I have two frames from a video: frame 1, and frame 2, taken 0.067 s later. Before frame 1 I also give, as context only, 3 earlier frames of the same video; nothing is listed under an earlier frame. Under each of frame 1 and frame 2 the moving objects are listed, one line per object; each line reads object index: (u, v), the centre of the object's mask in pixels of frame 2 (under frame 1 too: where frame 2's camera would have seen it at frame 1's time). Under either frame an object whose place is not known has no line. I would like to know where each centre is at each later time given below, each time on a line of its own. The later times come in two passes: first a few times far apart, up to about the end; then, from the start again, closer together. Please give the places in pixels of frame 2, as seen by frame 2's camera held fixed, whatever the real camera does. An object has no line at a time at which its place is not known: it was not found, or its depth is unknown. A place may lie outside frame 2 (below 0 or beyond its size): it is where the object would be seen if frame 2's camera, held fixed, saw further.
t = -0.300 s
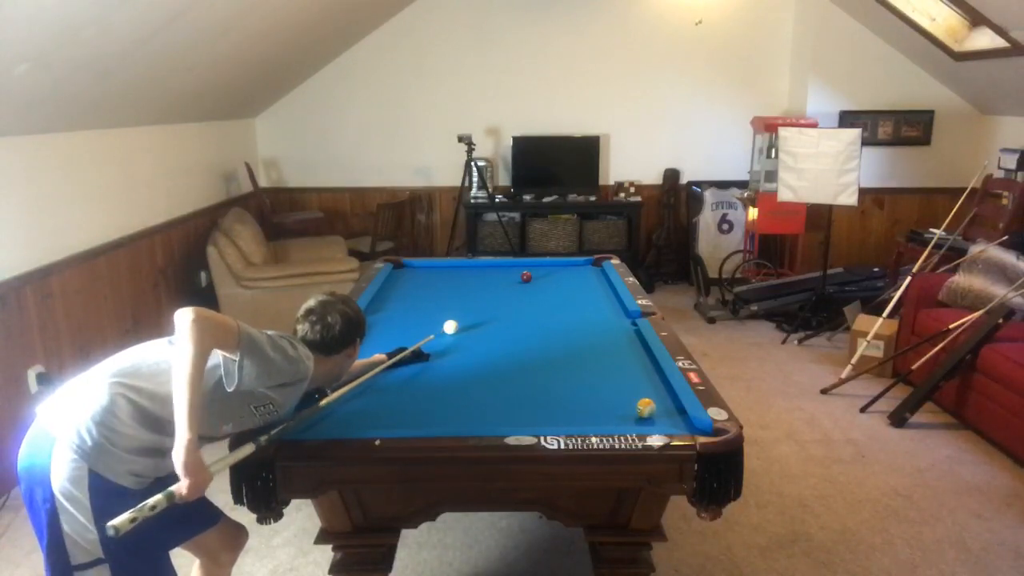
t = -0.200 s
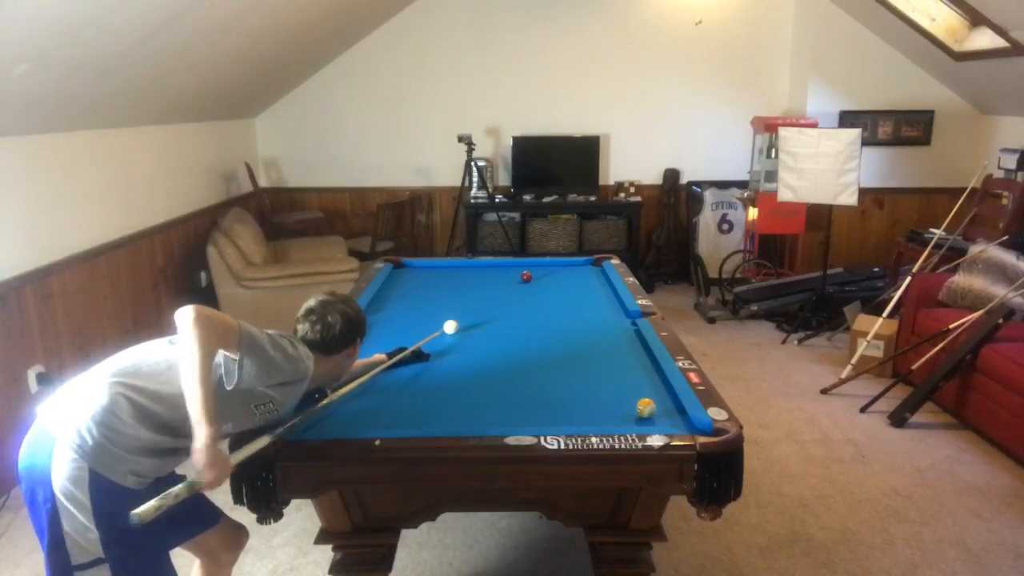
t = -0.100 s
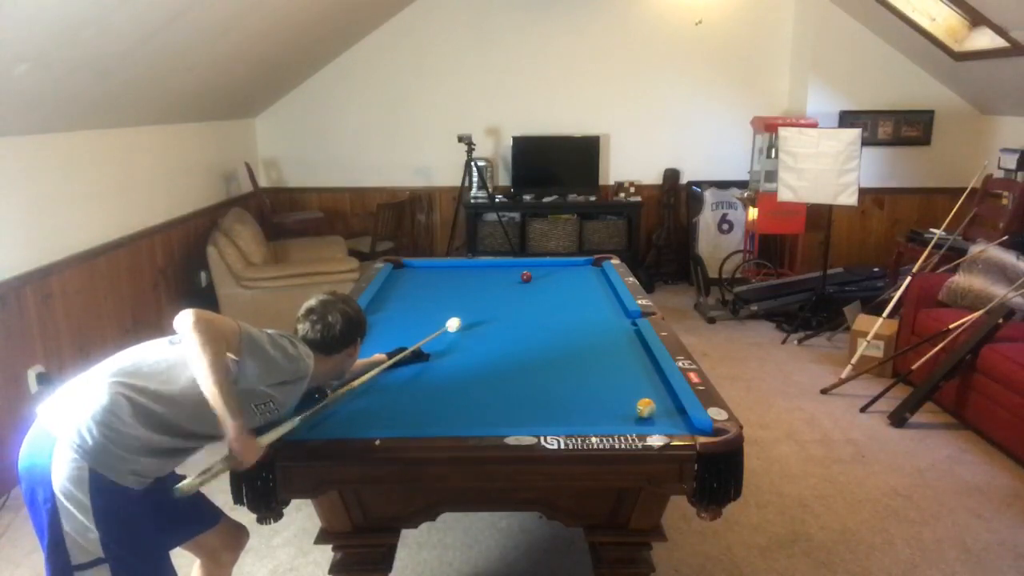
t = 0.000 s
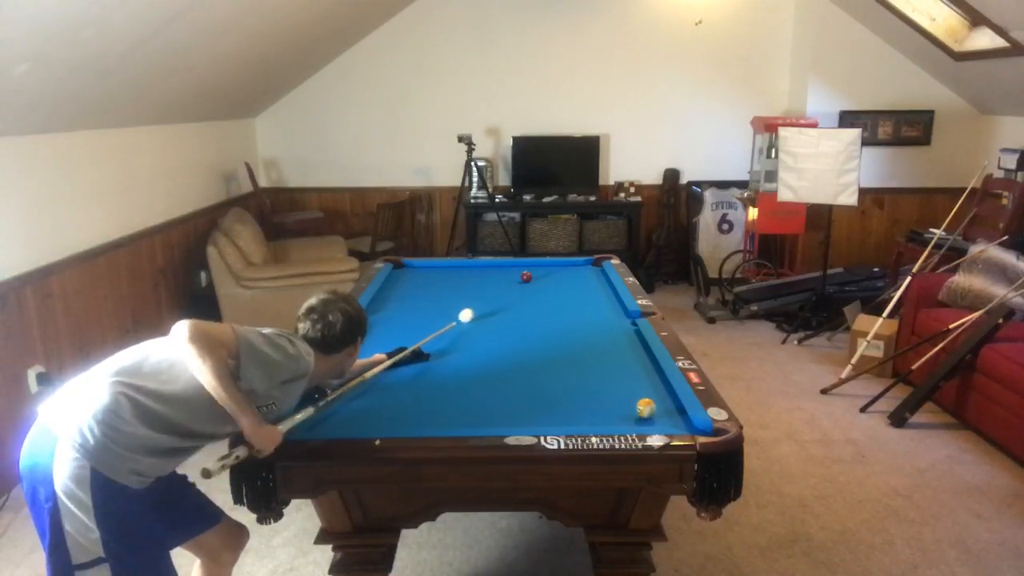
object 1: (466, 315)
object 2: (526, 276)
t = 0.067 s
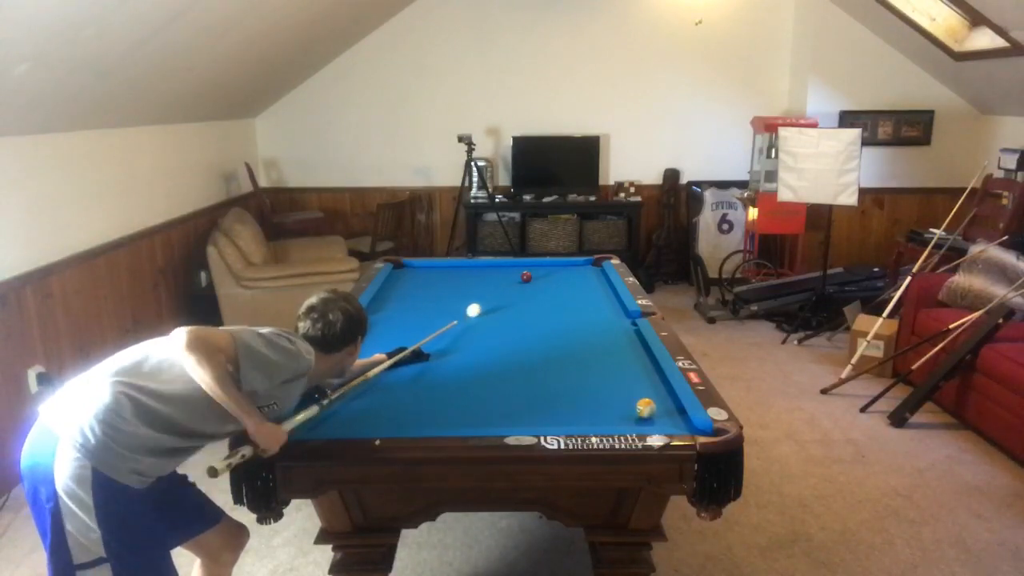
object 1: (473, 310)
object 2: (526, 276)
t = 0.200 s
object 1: (487, 300)
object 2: (526, 277)
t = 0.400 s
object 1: (505, 287)
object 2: (526, 277)
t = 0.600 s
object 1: (514, 277)
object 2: (531, 276)
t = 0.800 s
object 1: (506, 272)
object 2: (553, 271)
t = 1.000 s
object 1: (498, 267)
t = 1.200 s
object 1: (492, 263)
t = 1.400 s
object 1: (486, 266)
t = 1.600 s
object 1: (481, 269)
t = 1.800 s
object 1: (475, 272)
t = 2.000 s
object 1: (470, 276)
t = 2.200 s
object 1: (465, 279)
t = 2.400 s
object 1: (459, 281)
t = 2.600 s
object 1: (454, 284)
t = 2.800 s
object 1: (450, 287)
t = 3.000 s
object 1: (445, 290)
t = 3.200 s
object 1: (440, 293)
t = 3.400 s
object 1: (435, 296)
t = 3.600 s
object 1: (430, 298)
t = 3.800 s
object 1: (426, 301)
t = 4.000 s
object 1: (423, 303)
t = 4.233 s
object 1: (418, 305)
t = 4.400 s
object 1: (416, 307)
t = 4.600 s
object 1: (413, 308)
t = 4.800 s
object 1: (410, 310)
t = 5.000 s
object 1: (407, 311)
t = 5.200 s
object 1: (405, 312)
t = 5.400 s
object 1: (402, 313)
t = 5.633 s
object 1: (401, 314)
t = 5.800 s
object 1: (400, 314)
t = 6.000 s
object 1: (400, 314)
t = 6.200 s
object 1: (400, 315)
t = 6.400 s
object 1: (400, 314)
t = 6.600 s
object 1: (400, 314)
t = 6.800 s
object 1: (400, 314)
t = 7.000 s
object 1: (400, 314)
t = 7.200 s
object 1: (400, 314)
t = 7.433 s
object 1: (400, 314)
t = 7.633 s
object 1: (400, 314)
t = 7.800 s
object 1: (400, 314)
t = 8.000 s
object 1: (400, 314)
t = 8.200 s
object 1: (400, 314)
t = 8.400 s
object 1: (400, 314)
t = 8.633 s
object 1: (400, 314)
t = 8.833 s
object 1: (400, 314)
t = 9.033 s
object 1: (400, 314)
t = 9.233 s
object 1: (400, 314)
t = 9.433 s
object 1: (400, 314)
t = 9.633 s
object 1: (400, 314)
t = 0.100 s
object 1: (477, 308)
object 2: (526, 277)
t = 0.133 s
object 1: (480, 305)
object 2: (526, 277)
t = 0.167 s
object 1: (484, 303)
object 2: (526, 277)
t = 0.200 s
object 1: (487, 300)
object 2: (526, 277)
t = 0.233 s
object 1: (490, 298)
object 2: (526, 277)
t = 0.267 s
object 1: (493, 296)
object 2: (526, 277)
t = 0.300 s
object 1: (496, 294)
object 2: (526, 277)
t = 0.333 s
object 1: (499, 291)
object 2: (526, 277)
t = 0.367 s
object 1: (502, 289)
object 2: (526, 277)
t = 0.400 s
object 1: (505, 287)
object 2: (526, 277)
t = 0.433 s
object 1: (508, 285)
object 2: (526, 277)
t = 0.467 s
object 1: (511, 283)
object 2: (526, 276)
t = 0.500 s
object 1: (513, 281)
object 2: (526, 277)
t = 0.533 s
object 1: (515, 280)
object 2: (526, 276)
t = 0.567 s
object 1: (516, 278)
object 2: (528, 276)
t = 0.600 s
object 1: (514, 277)
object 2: (531, 276)
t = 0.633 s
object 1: (512, 277)
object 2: (536, 274)
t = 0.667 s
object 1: (511, 276)
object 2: (540, 274)
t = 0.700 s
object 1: (509, 275)
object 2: (543, 273)
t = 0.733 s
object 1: (508, 274)
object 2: (547, 273)
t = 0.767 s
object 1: (507, 273)
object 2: (550, 272)
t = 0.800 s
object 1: (506, 272)
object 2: (553, 271)
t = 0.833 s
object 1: (504, 271)
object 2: (556, 271)
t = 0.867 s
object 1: (503, 270)
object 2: (559, 270)
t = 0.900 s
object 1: (502, 269)
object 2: (562, 269)
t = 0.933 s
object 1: (501, 269)
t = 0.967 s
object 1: (500, 268)
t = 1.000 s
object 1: (498, 267)
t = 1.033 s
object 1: (497, 266)
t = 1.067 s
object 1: (496, 265)
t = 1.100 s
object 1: (495, 265)
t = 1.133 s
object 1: (494, 264)
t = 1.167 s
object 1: (493, 263)
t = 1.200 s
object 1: (492, 263)
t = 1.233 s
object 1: (491, 263)
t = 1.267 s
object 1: (490, 264)
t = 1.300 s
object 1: (489, 264)
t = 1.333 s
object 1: (488, 265)
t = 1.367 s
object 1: (487, 265)
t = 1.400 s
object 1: (486, 266)
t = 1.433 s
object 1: (485, 267)
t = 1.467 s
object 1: (484, 267)
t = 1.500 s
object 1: (483, 268)
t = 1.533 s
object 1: (483, 268)
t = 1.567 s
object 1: (482, 269)
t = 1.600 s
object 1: (481, 269)
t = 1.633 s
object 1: (480, 270)
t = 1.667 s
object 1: (479, 270)
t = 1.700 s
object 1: (478, 271)
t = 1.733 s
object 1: (477, 271)
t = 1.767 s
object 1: (476, 272)
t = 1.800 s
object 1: (475, 272)
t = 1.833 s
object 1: (475, 273)
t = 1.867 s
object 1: (474, 273)
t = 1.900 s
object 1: (473, 274)
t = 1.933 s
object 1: (472, 274)
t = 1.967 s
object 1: (471, 275)
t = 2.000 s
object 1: (470, 276)
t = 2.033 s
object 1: (469, 276)
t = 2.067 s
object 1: (468, 277)
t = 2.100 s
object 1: (467, 277)
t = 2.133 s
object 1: (467, 277)
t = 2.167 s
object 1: (465, 278)
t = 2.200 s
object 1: (465, 279)
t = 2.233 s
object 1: (464, 279)
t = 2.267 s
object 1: (463, 280)
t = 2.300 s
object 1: (462, 280)
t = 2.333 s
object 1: (461, 280)
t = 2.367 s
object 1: (460, 281)
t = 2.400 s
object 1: (459, 281)
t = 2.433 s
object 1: (458, 282)
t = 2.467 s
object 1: (457, 283)
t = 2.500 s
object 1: (457, 283)
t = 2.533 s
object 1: (456, 283)
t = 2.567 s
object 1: (455, 284)
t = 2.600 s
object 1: (454, 284)
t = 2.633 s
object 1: (454, 285)
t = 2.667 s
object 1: (453, 285)
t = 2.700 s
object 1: (452, 286)
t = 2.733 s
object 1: (451, 286)
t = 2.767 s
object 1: (450, 287)
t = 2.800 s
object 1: (450, 287)
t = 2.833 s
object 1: (449, 288)
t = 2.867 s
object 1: (448, 288)
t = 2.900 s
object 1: (447, 289)
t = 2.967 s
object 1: (446, 289)
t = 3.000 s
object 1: (445, 290)
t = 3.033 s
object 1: (444, 291)
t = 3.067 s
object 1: (443, 291)
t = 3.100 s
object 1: (442, 292)
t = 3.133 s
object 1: (441, 292)
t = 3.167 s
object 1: (441, 293)
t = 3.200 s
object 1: (440, 293)
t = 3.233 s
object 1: (439, 294)
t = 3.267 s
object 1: (438, 294)
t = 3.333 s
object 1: (436, 295)
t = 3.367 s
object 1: (435, 295)
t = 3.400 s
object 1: (435, 296)
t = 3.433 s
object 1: (434, 296)
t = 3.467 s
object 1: (433, 296)
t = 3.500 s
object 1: (433, 297)
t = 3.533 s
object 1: (432, 297)
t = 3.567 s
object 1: (431, 298)
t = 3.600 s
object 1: (430, 298)
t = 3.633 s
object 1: (430, 299)
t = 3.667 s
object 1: (429, 299)
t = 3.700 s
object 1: (429, 299)
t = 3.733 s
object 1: (428, 300)
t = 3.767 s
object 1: (427, 300)
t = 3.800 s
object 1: (426, 301)
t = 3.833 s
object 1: (426, 301)
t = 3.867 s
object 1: (425, 301)
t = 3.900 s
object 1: (425, 302)
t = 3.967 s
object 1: (423, 302)
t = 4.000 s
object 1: (423, 303)
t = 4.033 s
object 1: (422, 303)
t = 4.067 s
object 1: (422, 304)
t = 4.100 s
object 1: (421, 304)
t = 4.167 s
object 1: (420, 304)
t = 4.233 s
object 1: (418, 305)
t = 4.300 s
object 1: (417, 306)
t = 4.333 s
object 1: (417, 306)
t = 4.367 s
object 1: (416, 306)
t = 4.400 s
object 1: (416, 307)
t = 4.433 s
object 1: (415, 307)
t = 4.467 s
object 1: (415, 307)
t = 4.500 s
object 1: (414, 308)
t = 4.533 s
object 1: (414, 308)
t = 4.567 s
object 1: (413, 308)
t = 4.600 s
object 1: (413, 308)
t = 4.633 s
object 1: (412, 309)
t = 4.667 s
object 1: (412, 309)
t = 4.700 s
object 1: (411, 309)
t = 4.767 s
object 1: (410, 310)
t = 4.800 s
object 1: (410, 310)
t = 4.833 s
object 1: (409, 310)
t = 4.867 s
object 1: (409, 310)
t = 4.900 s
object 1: (408, 310)
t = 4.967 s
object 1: (408, 311)
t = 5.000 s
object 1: (407, 311)
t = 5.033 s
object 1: (407, 311)
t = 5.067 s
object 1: (406, 311)
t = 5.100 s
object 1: (406, 312)
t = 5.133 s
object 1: (405, 312)
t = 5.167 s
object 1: (405, 312)
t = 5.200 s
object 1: (405, 312)
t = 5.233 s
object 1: (404, 312)
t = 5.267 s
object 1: (404, 312)
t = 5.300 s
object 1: (403, 313)
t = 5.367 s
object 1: (403, 313)
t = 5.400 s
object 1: (402, 313)
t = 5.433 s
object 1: (402, 313)
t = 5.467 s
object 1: (402, 313)
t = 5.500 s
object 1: (402, 313)
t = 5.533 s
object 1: (401, 314)
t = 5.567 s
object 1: (401, 314)
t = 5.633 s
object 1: (401, 314)
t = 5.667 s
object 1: (401, 314)
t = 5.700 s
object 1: (401, 314)
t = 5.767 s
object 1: (400, 314)
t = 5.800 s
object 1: (400, 314)
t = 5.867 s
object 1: (400, 314)
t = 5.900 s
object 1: (400, 314)
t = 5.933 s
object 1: (400, 314)
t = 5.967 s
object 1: (400, 314)
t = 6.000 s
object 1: (400, 314)
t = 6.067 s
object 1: (400, 315)
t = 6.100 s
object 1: (400, 315)
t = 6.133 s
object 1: (400, 315)
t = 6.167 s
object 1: (400, 315)
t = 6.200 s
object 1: (400, 315)
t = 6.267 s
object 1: (400, 314)
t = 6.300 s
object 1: (400, 315)
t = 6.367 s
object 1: (400, 314)
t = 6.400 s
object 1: (400, 314)
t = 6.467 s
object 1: (400, 314)
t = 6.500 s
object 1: (400, 315)
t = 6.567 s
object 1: (400, 314)
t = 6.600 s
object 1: (400, 314)
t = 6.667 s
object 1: (400, 314)
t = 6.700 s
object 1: (400, 314)
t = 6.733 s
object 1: (400, 314)
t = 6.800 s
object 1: (400, 314)
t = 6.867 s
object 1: (400, 314)
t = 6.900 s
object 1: (400, 314)
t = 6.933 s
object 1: (400, 314)
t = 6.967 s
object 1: (400, 314)
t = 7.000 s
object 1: (400, 314)
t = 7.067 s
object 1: (400, 314)
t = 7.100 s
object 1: (400, 314)
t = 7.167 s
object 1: (400, 314)
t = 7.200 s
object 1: (400, 314)
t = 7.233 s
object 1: (400, 314)
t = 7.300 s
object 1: (400, 314)
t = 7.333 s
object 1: (400, 314)
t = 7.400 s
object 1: (400, 314)
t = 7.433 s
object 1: (400, 314)
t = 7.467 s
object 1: (400, 314)
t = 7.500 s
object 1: (400, 314)
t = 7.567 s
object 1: (400, 314)
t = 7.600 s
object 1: (400, 314)
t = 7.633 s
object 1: (400, 314)
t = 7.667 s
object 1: (400, 314)
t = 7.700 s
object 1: (400, 314)
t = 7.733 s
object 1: (400, 314)
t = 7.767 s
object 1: (400, 314)
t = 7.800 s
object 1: (400, 314)
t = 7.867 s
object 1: (400, 314)
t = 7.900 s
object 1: (400, 314)
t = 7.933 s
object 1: (400, 314)
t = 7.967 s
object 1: (400, 314)
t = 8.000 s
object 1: (400, 314)
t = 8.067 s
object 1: (400, 314)
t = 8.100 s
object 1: (400, 314)
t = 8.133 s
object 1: (400, 314)
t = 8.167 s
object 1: (400, 314)
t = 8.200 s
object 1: (400, 314)
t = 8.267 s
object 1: (400, 314)
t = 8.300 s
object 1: (400, 314)
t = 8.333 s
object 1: (400, 314)
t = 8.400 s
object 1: (400, 314)
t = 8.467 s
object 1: (400, 314)
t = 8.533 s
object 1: (400, 314)
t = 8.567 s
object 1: (400, 314)
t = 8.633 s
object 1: (400, 314)
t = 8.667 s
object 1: (400, 314)
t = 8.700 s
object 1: (400, 314)
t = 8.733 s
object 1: (400, 314)
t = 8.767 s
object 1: (400, 314)
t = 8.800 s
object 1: (400, 314)
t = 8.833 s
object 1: (400, 314)
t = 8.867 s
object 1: (400, 314)
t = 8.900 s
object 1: (400, 314)
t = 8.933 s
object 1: (400, 314)
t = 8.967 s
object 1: (400, 314)
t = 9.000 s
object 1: (400, 314)
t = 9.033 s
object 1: (400, 314)
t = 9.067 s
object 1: (400, 314)
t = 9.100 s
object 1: (400, 314)
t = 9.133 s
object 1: (400, 314)
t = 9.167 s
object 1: (400, 314)
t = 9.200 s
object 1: (400, 314)
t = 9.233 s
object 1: (400, 314)
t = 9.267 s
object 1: (400, 314)
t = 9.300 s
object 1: (400, 314)
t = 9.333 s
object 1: (400, 314)
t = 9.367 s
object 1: (400, 314)
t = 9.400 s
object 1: (400, 314)
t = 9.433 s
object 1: (400, 314)
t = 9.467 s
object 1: (400, 314)
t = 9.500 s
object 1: (400, 314)
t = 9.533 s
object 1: (400, 314)
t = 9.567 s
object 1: (400, 314)
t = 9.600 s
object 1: (400, 314)
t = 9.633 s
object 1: (400, 314)
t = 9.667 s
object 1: (400, 314)
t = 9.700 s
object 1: (400, 314)
